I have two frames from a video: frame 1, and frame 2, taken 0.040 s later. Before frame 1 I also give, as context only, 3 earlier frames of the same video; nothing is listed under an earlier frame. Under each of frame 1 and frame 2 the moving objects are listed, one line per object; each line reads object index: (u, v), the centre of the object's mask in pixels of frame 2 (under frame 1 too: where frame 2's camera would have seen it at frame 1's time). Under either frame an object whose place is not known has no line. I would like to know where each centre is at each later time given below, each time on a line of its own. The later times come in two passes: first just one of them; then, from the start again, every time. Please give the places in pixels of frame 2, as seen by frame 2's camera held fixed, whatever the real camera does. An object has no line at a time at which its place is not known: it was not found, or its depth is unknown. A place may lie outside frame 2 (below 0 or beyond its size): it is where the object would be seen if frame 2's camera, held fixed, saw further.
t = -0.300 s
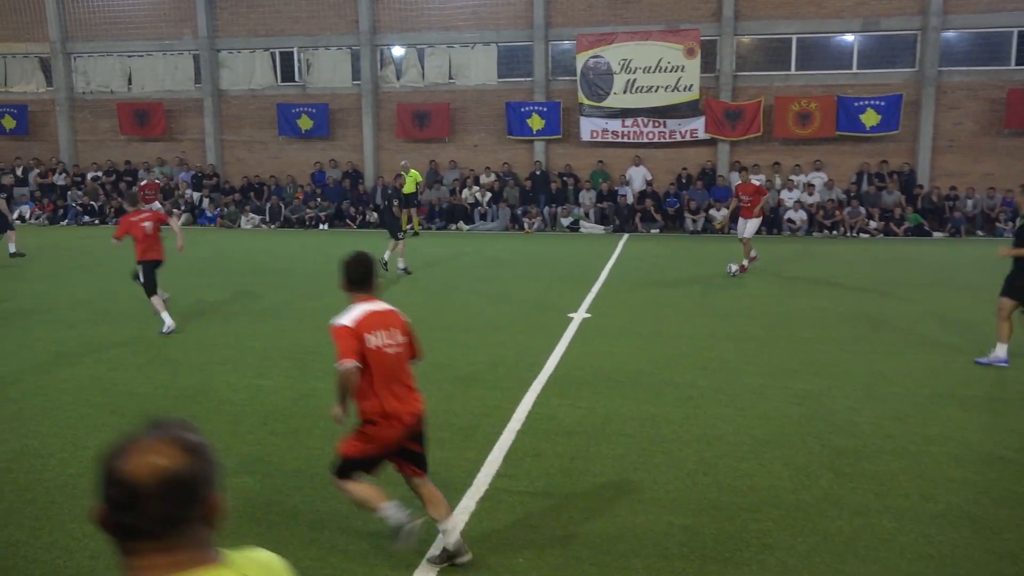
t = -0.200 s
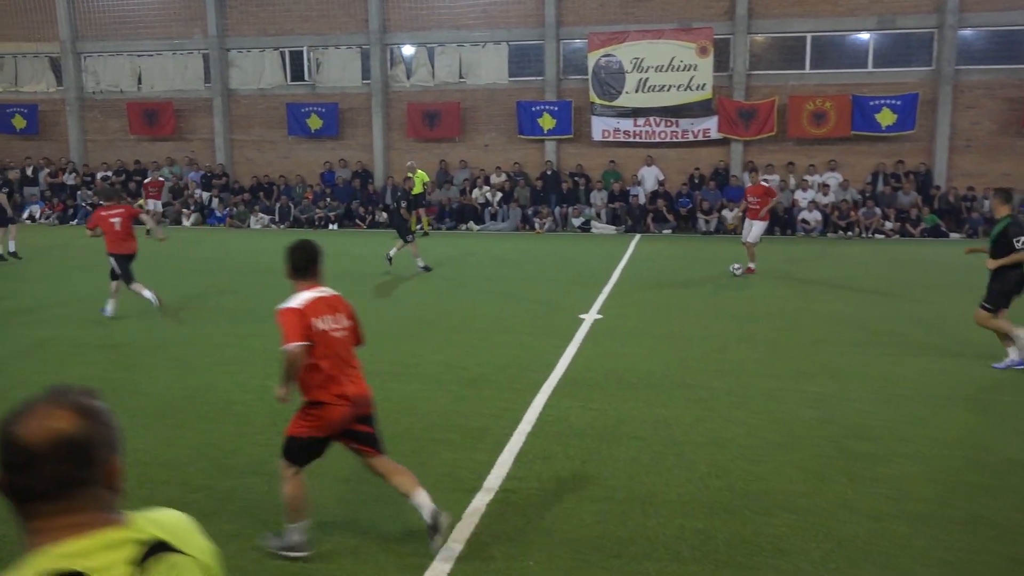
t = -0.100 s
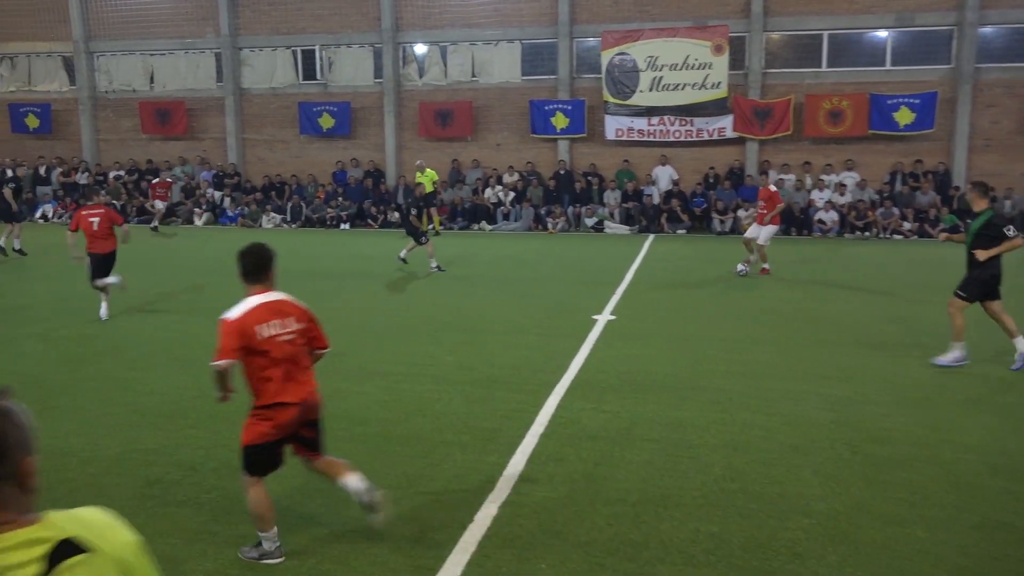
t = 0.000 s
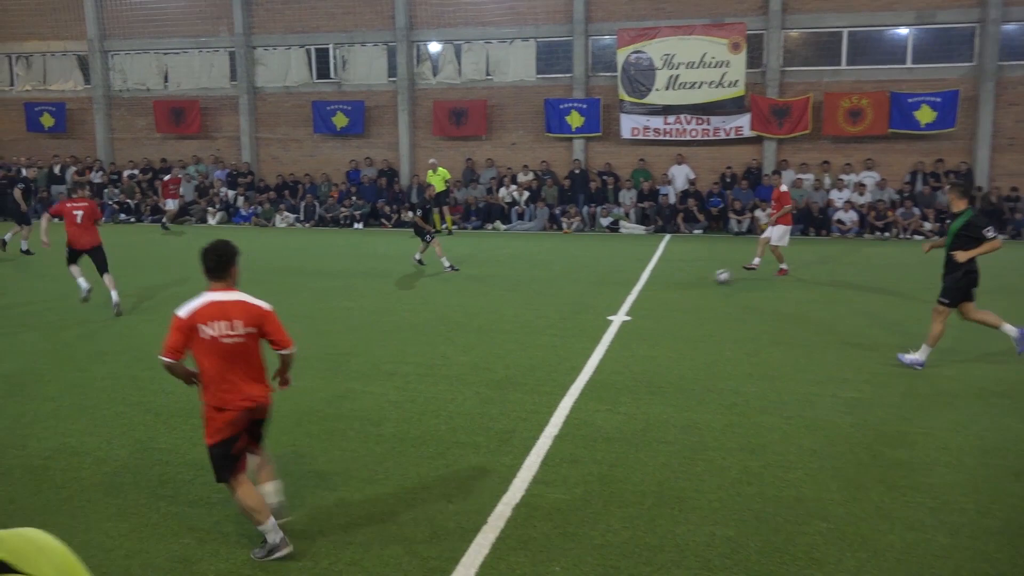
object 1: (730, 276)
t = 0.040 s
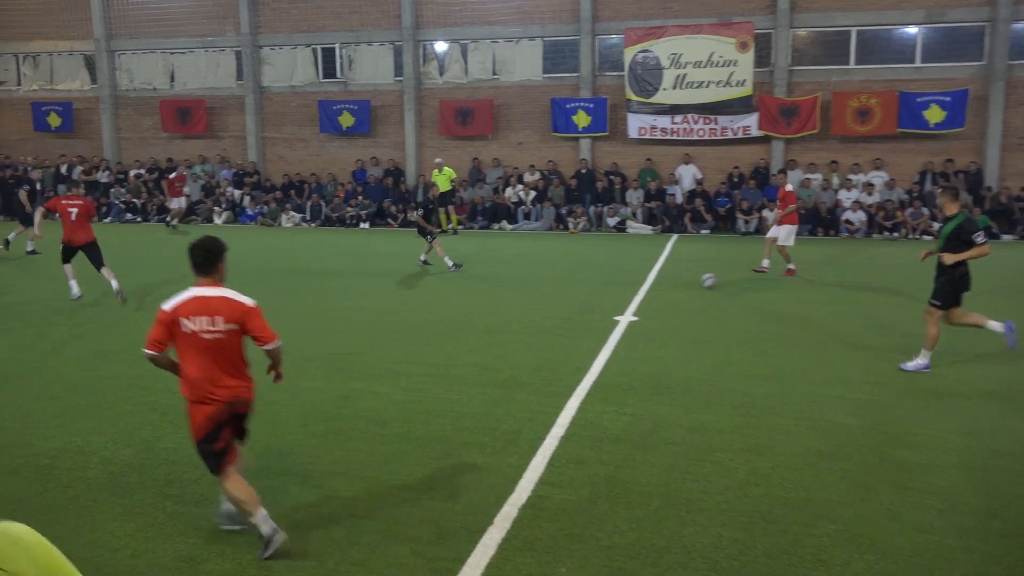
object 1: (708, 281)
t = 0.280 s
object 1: (568, 304)
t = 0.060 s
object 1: (698, 282)
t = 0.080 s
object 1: (687, 283)
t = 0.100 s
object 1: (677, 285)
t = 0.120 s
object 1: (666, 286)
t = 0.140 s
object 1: (655, 289)
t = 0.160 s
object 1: (643, 290)
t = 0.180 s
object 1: (630, 293)
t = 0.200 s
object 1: (618, 296)
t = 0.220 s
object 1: (605, 299)
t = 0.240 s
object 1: (593, 301)
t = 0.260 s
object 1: (581, 303)
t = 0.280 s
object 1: (568, 304)
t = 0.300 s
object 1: (555, 307)
